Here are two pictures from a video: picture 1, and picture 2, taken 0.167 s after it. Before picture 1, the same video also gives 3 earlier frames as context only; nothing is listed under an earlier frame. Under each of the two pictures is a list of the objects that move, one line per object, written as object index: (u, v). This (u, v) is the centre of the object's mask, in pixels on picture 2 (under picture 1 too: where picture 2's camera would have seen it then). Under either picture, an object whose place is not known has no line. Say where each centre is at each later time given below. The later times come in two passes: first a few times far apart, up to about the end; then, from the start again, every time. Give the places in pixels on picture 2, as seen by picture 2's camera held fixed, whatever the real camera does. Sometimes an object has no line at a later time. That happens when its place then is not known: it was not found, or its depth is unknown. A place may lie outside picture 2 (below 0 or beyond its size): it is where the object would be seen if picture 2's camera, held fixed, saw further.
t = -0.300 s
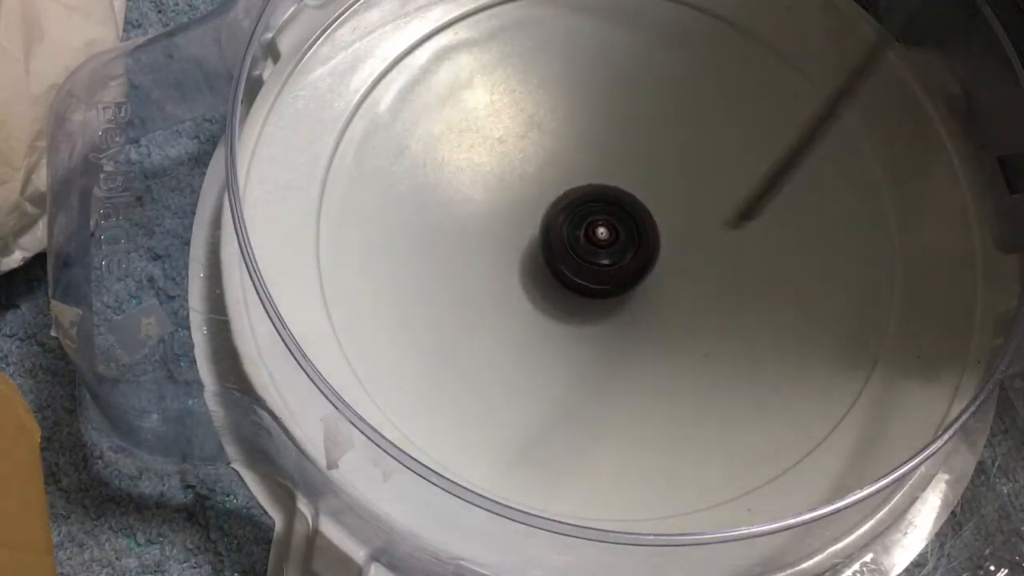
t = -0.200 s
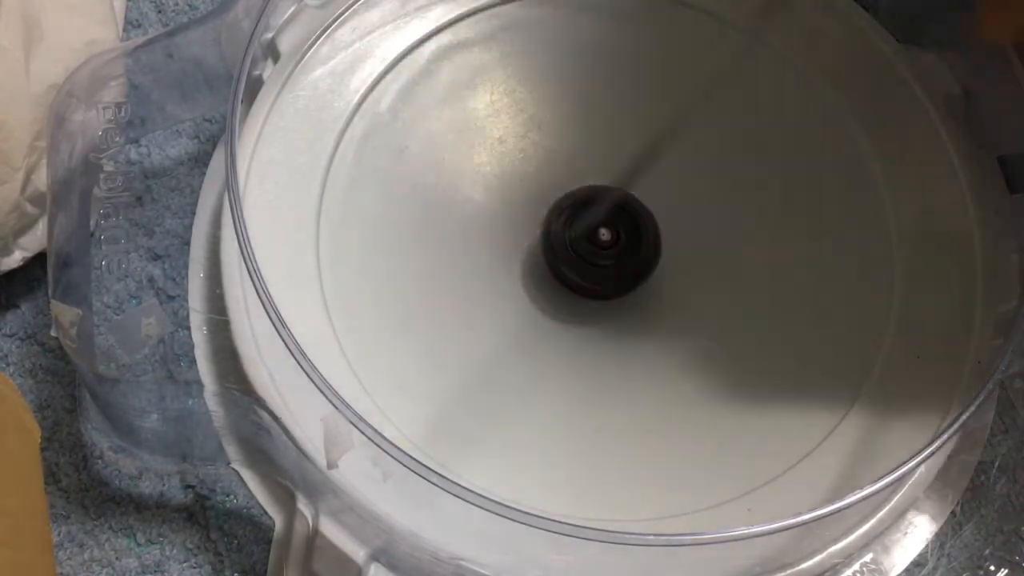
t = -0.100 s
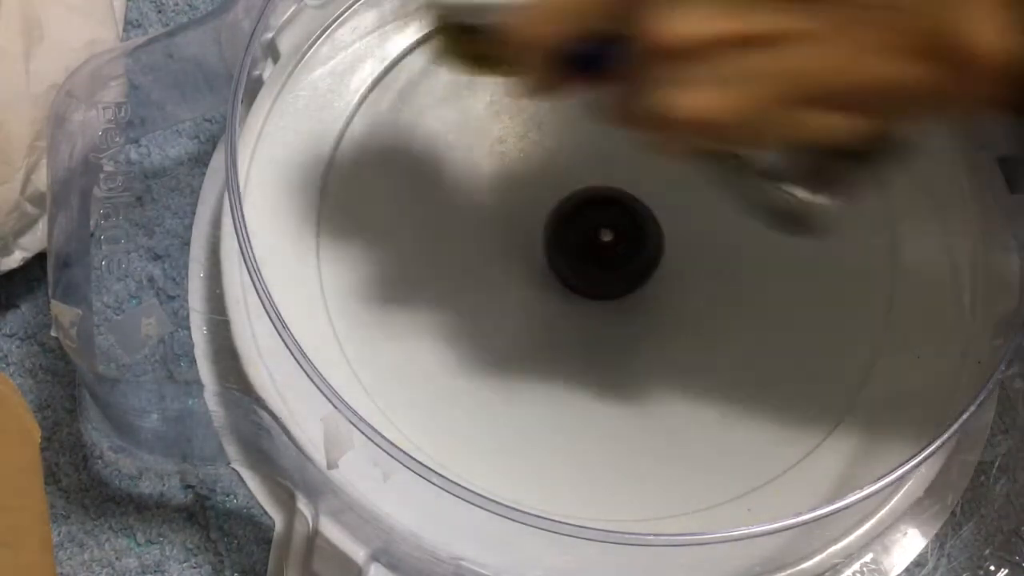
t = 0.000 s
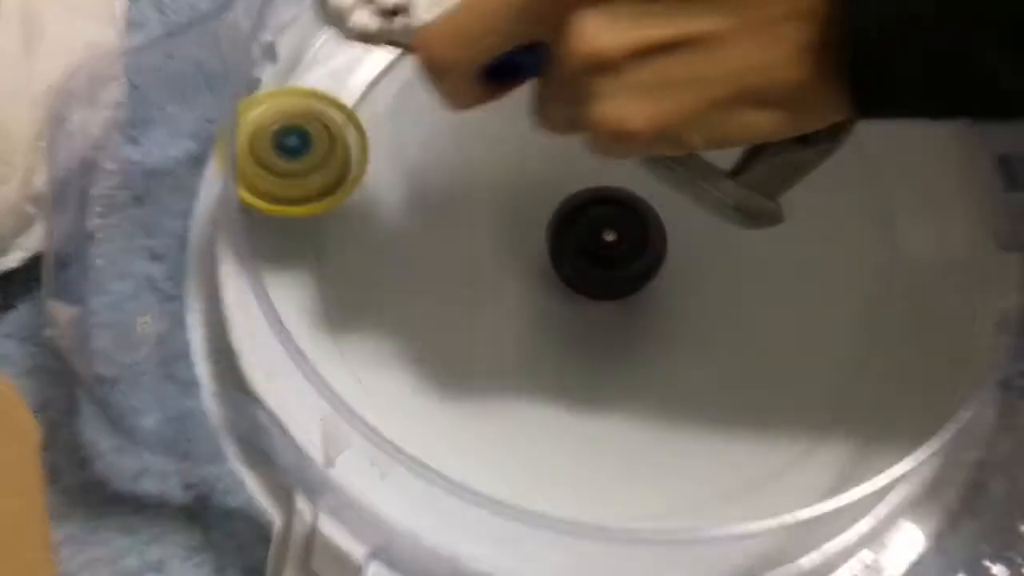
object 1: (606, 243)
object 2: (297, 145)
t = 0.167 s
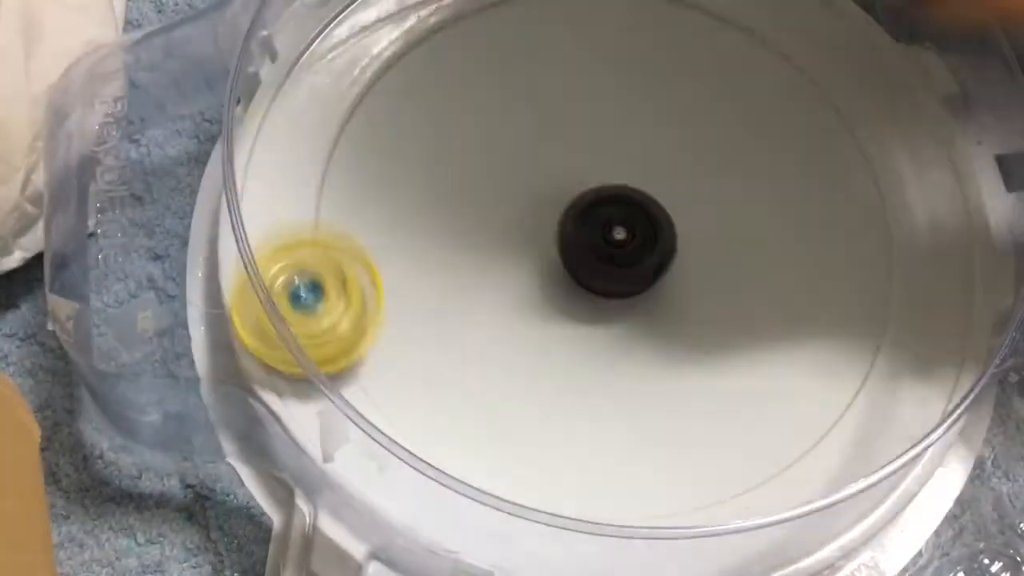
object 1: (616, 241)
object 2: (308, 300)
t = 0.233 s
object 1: (621, 240)
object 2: (362, 318)
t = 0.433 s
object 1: (629, 235)
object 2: (588, 380)
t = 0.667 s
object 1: (621, 191)
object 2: (772, 248)
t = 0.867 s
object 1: (610, 190)
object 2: (708, 79)
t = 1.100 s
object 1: (582, 209)
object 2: (506, 55)
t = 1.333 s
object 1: (583, 221)
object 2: (430, 247)
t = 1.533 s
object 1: (598, 224)
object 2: (575, 370)
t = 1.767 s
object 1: (607, 224)
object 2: (735, 286)
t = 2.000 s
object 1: (599, 227)
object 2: (710, 135)
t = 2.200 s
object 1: (593, 228)
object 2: (586, 108)
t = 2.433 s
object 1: (599, 263)
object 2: (488, 175)
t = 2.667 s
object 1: (639, 278)
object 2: (503, 290)
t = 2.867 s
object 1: (716, 267)
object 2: (554, 330)
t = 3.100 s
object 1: (778, 249)
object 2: (596, 293)
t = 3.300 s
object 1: (778, 237)
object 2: (588, 253)
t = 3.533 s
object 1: (707, 215)
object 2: (561, 205)
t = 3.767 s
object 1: (649, 170)
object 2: (519, 194)
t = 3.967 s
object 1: (609, 136)
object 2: (511, 209)
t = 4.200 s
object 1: (581, 111)
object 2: (538, 240)
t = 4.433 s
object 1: (563, 133)
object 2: (601, 250)
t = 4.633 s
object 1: (541, 146)
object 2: (665, 263)
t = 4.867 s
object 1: (528, 200)
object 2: (686, 230)
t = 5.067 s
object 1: (535, 252)
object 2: (665, 203)
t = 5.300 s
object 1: (536, 304)
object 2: (636, 195)
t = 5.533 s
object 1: (558, 322)
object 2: (604, 199)
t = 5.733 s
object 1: (580, 370)
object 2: (604, 144)
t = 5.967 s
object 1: (612, 347)
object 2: (580, 139)
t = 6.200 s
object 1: (661, 275)
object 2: (582, 176)
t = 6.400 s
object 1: (708, 243)
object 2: (583, 194)
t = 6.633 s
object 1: (737, 204)
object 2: (601, 233)
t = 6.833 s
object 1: (725, 177)
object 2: (618, 253)
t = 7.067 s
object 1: (672, 151)
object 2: (626, 269)
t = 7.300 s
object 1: (601, 139)
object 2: (623, 266)
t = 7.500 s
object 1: (548, 146)
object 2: (613, 254)
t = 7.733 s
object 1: (500, 151)
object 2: (622, 256)
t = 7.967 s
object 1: (493, 201)
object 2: (618, 243)
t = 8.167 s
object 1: (479, 247)
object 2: (635, 227)
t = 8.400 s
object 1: (526, 290)
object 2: (624, 211)
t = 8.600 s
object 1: (576, 327)
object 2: (619, 188)
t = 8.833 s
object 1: (644, 331)
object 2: (607, 190)
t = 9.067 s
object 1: (693, 297)
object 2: (602, 205)
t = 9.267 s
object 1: (717, 257)
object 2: (590, 213)
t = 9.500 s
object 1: (738, 212)
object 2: (553, 213)
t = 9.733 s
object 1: (689, 174)
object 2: (554, 229)
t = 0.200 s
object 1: (618, 240)
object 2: (338, 302)
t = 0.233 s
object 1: (621, 240)
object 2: (362, 318)
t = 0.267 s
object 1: (623, 239)
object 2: (390, 342)
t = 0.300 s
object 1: (624, 239)
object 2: (422, 376)
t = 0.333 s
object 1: (626, 238)
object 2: (462, 381)
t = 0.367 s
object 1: (628, 237)
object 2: (504, 391)
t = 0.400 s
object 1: (628, 236)
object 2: (546, 390)
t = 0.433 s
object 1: (629, 235)
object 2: (588, 380)
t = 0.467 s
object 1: (630, 235)
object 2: (628, 369)
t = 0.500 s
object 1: (630, 234)
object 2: (663, 352)
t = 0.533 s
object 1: (628, 226)
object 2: (695, 343)
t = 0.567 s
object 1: (624, 215)
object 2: (725, 323)
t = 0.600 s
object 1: (622, 205)
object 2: (747, 302)
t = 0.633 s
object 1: (621, 197)
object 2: (763, 277)
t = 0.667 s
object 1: (621, 191)
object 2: (772, 248)
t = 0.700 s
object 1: (622, 187)
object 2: (772, 216)
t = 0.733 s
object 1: (624, 184)
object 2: (765, 185)
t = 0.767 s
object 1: (627, 184)
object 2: (754, 155)
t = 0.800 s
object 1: (621, 185)
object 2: (743, 125)
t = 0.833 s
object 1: (615, 188)
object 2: (728, 98)
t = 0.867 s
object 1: (610, 190)
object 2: (708, 79)
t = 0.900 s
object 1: (605, 193)
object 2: (682, 60)
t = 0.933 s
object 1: (600, 196)
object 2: (654, 50)
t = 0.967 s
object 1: (596, 199)
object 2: (624, 46)
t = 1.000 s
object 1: (592, 201)
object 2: (594, 44)
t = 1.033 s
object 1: (588, 204)
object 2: (565, 41)
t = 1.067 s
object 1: (584, 207)
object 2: (535, 46)
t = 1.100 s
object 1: (582, 209)
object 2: (506, 55)
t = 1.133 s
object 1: (580, 211)
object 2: (479, 73)
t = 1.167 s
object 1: (579, 213)
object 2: (456, 96)
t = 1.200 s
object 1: (579, 216)
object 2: (438, 124)
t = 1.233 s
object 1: (579, 217)
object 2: (426, 153)
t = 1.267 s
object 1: (580, 219)
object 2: (421, 185)
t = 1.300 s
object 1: (582, 220)
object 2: (422, 215)
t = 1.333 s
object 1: (583, 221)
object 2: (430, 247)
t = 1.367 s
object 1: (585, 222)
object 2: (444, 277)
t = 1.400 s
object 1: (588, 222)
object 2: (463, 303)
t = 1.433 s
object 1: (590, 223)
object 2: (487, 327)
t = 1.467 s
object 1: (592, 223)
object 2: (513, 344)
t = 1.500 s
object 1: (595, 223)
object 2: (544, 358)
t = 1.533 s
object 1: (598, 224)
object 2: (575, 370)
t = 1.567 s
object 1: (600, 224)
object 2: (604, 372)
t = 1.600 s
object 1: (602, 224)
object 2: (634, 369)
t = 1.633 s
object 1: (604, 224)
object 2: (660, 361)
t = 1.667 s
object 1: (606, 224)
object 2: (683, 349)
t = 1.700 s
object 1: (606, 224)
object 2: (704, 330)
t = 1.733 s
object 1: (607, 224)
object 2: (721, 310)
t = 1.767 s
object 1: (607, 224)
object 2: (735, 286)
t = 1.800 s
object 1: (607, 224)
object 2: (746, 263)
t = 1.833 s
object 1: (606, 224)
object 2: (753, 238)
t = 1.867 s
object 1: (605, 225)
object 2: (753, 212)
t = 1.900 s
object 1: (603, 225)
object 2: (749, 188)
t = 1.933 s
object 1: (602, 226)
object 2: (740, 167)
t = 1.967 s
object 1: (600, 226)
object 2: (727, 147)
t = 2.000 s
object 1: (599, 227)
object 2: (710, 135)
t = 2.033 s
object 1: (597, 227)
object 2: (691, 121)
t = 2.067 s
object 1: (596, 227)
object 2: (670, 110)
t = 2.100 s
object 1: (594, 227)
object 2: (647, 105)
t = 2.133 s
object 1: (594, 227)
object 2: (626, 102)
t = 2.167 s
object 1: (593, 226)
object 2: (605, 104)
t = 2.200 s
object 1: (593, 228)
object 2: (586, 108)
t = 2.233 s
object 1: (592, 230)
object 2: (568, 112)
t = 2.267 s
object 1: (594, 238)
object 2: (551, 117)
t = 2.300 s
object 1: (595, 246)
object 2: (534, 123)
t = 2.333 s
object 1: (596, 252)
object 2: (520, 128)
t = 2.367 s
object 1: (598, 257)
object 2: (507, 145)
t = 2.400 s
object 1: (598, 261)
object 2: (497, 156)
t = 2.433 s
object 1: (599, 263)
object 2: (488, 175)
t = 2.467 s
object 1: (600, 264)
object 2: (483, 195)
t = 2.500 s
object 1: (610, 269)
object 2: (473, 211)
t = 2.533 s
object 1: (618, 273)
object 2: (470, 229)
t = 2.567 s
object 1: (625, 276)
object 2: (474, 246)
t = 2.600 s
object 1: (630, 278)
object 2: (482, 261)
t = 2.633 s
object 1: (634, 278)
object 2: (493, 275)
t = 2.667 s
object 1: (639, 278)
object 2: (503, 290)
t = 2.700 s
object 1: (659, 274)
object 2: (499, 297)
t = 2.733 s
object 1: (675, 270)
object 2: (501, 311)
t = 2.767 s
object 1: (688, 267)
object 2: (508, 319)
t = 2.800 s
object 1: (699, 266)
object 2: (519, 325)
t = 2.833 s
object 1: (708, 266)
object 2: (535, 329)
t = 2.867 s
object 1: (716, 267)
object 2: (554, 330)
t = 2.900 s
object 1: (723, 268)
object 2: (574, 328)
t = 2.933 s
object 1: (728, 269)
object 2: (592, 323)
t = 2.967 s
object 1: (730, 269)
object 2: (608, 315)
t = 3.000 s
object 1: (741, 265)
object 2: (611, 308)
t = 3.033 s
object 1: (757, 258)
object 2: (604, 304)
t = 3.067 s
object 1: (769, 252)
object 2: (599, 298)
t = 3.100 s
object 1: (778, 249)
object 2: (596, 293)
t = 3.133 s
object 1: (783, 246)
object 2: (594, 287)
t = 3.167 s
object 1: (787, 244)
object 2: (593, 282)
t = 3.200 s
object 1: (788, 242)
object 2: (592, 276)
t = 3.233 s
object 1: (787, 241)
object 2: (591, 269)
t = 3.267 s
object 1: (784, 238)
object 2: (590, 261)
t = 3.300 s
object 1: (778, 237)
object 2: (588, 253)
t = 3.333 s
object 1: (771, 234)
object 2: (586, 241)
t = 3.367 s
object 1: (762, 232)
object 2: (583, 237)
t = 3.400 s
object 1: (752, 230)
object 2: (580, 229)
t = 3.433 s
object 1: (741, 227)
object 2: (575, 217)
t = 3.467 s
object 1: (730, 223)
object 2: (571, 215)
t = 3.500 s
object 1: (719, 219)
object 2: (566, 205)
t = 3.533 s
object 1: (707, 215)
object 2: (561, 205)
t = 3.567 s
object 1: (696, 209)
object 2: (557, 200)
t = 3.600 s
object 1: (684, 203)
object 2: (552, 197)
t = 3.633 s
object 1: (677, 197)
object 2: (545, 194)
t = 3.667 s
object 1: (671, 190)
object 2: (536, 192)
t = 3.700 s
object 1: (665, 183)
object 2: (528, 192)
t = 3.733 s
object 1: (657, 176)
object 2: (523, 192)
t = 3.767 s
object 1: (649, 170)
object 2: (519, 194)
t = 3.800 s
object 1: (640, 164)
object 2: (517, 195)
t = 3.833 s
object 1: (635, 157)
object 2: (513, 197)
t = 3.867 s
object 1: (628, 151)
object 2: (510, 200)
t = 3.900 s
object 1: (622, 147)
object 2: (509, 203)
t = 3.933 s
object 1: (616, 142)
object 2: (510, 206)
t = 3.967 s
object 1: (609, 136)
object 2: (511, 209)
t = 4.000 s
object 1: (604, 131)
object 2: (512, 213)
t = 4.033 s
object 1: (599, 126)
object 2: (515, 217)
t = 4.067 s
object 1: (594, 123)
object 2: (518, 220)
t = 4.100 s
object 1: (589, 121)
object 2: (523, 223)
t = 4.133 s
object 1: (585, 119)
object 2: (529, 225)
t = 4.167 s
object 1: (582, 115)
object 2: (533, 232)
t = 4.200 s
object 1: (581, 111)
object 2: (538, 240)
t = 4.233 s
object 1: (579, 109)
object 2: (546, 247)
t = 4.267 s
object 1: (576, 110)
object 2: (554, 251)
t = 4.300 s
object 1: (573, 112)
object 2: (564, 254)
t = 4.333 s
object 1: (570, 115)
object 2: (574, 255)
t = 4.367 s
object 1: (568, 120)
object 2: (583, 254)
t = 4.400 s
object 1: (565, 126)
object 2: (593, 252)
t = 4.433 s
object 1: (563, 133)
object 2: (601, 250)
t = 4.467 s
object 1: (558, 132)
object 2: (613, 258)
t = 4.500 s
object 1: (554, 131)
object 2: (624, 264)
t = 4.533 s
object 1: (551, 133)
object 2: (636, 268)
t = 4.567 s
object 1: (547, 136)
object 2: (647, 266)
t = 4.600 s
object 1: (544, 141)
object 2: (657, 265)
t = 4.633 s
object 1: (541, 146)
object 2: (665, 263)
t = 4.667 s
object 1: (538, 152)
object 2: (672, 261)
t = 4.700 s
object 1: (535, 158)
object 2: (677, 256)
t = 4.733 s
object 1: (533, 165)
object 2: (682, 251)
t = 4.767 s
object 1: (531, 174)
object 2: (685, 246)
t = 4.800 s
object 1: (530, 182)
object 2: (686, 240)
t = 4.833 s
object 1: (529, 191)
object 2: (687, 235)
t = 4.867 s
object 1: (528, 200)
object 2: (686, 230)
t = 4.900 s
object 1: (528, 209)
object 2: (685, 225)
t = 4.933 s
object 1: (529, 218)
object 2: (682, 220)
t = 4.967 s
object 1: (530, 227)
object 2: (679, 216)
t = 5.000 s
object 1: (531, 236)
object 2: (675, 213)
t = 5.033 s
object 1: (533, 244)
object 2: (671, 210)
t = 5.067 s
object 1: (535, 252)
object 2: (665, 203)
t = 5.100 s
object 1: (536, 259)
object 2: (660, 204)
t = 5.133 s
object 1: (538, 266)
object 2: (653, 204)
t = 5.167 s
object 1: (540, 272)
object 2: (647, 200)
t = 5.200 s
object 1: (542, 279)
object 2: (642, 204)
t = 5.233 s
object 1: (542, 287)
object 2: (638, 202)
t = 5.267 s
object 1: (538, 297)
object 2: (638, 198)
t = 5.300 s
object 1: (536, 304)
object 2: (636, 195)
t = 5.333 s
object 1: (535, 310)
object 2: (632, 193)
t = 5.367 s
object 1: (537, 315)
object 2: (627, 187)
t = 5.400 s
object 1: (539, 318)
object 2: (623, 191)
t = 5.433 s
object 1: (543, 321)
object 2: (617, 188)
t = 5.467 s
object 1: (547, 322)
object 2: (613, 194)
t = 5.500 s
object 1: (552, 323)
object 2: (608, 192)
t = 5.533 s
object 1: (558, 322)
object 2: (604, 199)
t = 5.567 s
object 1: (565, 321)
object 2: (600, 203)
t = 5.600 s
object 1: (570, 329)
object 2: (599, 201)
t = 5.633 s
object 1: (571, 344)
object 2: (604, 182)
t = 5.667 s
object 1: (573, 357)
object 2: (607, 167)
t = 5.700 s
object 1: (576, 365)
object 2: (606, 152)
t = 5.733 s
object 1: (580, 370)
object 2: (604, 144)
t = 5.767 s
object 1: (583, 373)
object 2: (601, 142)
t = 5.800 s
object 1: (587, 373)
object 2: (597, 139)
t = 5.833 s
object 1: (591, 371)
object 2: (592, 137)
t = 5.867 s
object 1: (596, 367)
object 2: (588, 133)
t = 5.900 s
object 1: (601, 362)
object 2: (585, 137)
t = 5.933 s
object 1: (606, 355)
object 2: (583, 140)
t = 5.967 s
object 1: (612, 347)
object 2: (580, 139)
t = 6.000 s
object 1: (618, 337)
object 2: (579, 147)
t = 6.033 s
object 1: (625, 327)
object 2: (578, 151)
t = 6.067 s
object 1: (632, 317)
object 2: (578, 152)
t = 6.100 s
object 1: (639, 307)
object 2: (578, 156)
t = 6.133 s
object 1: (645, 296)
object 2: (578, 161)
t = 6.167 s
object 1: (653, 286)
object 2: (580, 170)
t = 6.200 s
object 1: (661, 275)
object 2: (582, 176)
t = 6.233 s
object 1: (671, 271)
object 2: (581, 178)
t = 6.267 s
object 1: (681, 266)
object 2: (580, 180)
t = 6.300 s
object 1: (689, 261)
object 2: (580, 179)
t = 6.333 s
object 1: (697, 255)
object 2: (580, 187)
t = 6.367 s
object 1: (703, 249)
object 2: (581, 193)
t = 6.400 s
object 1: (708, 243)
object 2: (583, 194)
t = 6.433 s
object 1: (714, 237)
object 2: (585, 203)
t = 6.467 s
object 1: (719, 232)
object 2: (587, 209)
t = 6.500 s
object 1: (723, 226)
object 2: (591, 210)
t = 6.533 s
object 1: (727, 220)
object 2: (593, 219)
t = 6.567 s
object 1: (732, 215)
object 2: (595, 220)
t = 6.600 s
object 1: (736, 209)
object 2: (598, 228)
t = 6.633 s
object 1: (737, 204)
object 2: (601, 233)
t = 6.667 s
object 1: (738, 199)
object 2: (604, 237)
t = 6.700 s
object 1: (737, 194)
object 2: (609, 241)
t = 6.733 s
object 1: (734, 190)
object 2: (613, 243)
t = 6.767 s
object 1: (730, 186)
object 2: (617, 246)
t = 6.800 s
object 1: (728, 182)
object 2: (618, 250)
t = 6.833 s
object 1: (725, 177)
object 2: (618, 253)
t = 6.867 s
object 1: (720, 173)
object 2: (620, 256)
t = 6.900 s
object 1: (714, 169)
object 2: (622, 258)
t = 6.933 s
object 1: (707, 165)
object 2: (623, 260)
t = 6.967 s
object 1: (698, 163)
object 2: (625, 262)
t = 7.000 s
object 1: (690, 159)
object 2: (625, 264)
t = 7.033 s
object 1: (680, 155)
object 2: (625, 267)
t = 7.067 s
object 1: (672, 151)
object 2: (626, 269)
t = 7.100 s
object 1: (661, 148)
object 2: (626, 270)
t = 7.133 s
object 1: (651, 146)
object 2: (626, 270)
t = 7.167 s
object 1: (641, 144)
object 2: (627, 270)
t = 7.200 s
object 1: (631, 143)
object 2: (626, 269)
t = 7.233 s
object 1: (621, 141)
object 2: (626, 269)
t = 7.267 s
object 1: (611, 140)
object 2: (625, 267)
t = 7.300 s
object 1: (601, 139)
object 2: (623, 266)
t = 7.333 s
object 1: (590, 140)
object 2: (622, 264)
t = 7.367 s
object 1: (581, 140)
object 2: (620, 262)
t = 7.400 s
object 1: (572, 141)
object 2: (619, 260)
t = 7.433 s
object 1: (563, 142)
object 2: (617, 258)
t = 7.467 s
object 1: (555, 144)
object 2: (615, 256)
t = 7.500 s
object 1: (548, 146)
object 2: (613, 254)
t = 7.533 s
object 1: (539, 148)
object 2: (611, 252)
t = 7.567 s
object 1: (530, 145)
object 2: (615, 256)
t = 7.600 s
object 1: (521, 143)
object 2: (618, 258)
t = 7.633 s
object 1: (515, 143)
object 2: (620, 259)
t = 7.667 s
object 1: (509, 145)
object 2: (621, 258)
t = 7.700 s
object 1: (504, 148)
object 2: (621, 257)
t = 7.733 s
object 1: (500, 151)
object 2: (622, 256)
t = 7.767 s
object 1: (496, 156)
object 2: (621, 254)
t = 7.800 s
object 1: (494, 162)
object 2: (621, 253)
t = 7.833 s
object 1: (492, 168)
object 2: (621, 251)
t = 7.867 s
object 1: (491, 175)
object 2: (620, 250)
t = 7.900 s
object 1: (491, 183)
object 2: (619, 247)
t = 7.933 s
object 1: (492, 192)
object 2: (619, 245)
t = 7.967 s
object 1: (493, 201)
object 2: (618, 243)
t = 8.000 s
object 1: (489, 209)
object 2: (623, 242)
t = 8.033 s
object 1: (484, 217)
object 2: (629, 240)
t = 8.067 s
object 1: (480, 225)
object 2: (634, 237)
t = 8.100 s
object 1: (478, 232)
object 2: (635, 234)
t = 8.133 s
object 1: (478, 240)
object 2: (636, 230)
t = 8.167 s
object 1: (479, 247)
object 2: (635, 227)
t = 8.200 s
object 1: (481, 254)
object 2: (635, 224)
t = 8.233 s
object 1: (485, 261)
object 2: (634, 222)
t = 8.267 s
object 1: (491, 268)
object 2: (632, 219)
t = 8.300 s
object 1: (498, 274)
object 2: (630, 217)
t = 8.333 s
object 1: (506, 280)
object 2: (628, 215)
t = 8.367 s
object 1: (516, 286)
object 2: (626, 212)
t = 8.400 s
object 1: (526, 290)
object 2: (624, 211)
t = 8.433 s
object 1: (537, 296)
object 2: (622, 209)
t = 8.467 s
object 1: (544, 303)
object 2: (623, 204)
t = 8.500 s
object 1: (550, 310)
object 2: (624, 199)
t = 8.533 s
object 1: (558, 317)
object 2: (623, 194)
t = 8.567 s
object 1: (567, 322)
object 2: (622, 191)
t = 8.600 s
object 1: (576, 327)
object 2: (619, 188)
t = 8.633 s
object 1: (586, 330)
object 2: (617, 187)
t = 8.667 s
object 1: (595, 333)
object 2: (615, 186)
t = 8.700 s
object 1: (606, 335)
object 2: (613, 186)
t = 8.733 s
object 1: (616, 335)
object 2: (611, 186)
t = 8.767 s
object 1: (626, 334)
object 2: (609, 187)
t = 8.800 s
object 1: (635, 333)
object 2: (607, 188)
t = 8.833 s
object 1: (644, 331)
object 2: (607, 190)
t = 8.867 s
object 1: (653, 328)
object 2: (605, 191)
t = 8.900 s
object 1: (661, 325)
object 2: (605, 193)
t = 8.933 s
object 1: (668, 321)
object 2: (604, 195)
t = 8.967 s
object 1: (675, 316)
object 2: (603, 197)
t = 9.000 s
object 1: (682, 310)
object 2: (602, 200)
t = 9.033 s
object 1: (688, 304)
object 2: (602, 202)
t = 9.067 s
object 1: (693, 297)
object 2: (602, 205)
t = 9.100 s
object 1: (699, 292)
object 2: (600, 205)
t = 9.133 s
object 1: (705, 286)
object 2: (596, 206)
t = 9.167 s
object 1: (710, 280)
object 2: (593, 207)
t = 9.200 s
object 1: (713, 273)
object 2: (592, 209)
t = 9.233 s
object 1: (715, 265)
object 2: (590, 211)
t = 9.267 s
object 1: (717, 257)
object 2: (590, 213)
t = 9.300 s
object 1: (723, 250)
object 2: (585, 209)
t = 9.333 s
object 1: (732, 244)
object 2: (575, 207)
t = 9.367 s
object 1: (738, 238)
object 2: (567, 211)
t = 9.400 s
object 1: (740, 231)
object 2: (562, 212)
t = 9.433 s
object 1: (741, 224)
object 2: (557, 214)
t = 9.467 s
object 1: (740, 218)
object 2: (555, 216)
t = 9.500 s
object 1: (738, 212)
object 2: (553, 213)
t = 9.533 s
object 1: (734, 206)
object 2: (552, 219)
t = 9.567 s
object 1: (730, 200)
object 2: (551, 221)
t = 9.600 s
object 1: (724, 194)
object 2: (551, 223)
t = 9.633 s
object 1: (716, 189)
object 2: (551, 220)
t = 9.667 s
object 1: (708, 184)
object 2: (552, 226)
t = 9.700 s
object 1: (699, 179)
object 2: (553, 227)
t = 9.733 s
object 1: (689, 174)
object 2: (554, 229)
